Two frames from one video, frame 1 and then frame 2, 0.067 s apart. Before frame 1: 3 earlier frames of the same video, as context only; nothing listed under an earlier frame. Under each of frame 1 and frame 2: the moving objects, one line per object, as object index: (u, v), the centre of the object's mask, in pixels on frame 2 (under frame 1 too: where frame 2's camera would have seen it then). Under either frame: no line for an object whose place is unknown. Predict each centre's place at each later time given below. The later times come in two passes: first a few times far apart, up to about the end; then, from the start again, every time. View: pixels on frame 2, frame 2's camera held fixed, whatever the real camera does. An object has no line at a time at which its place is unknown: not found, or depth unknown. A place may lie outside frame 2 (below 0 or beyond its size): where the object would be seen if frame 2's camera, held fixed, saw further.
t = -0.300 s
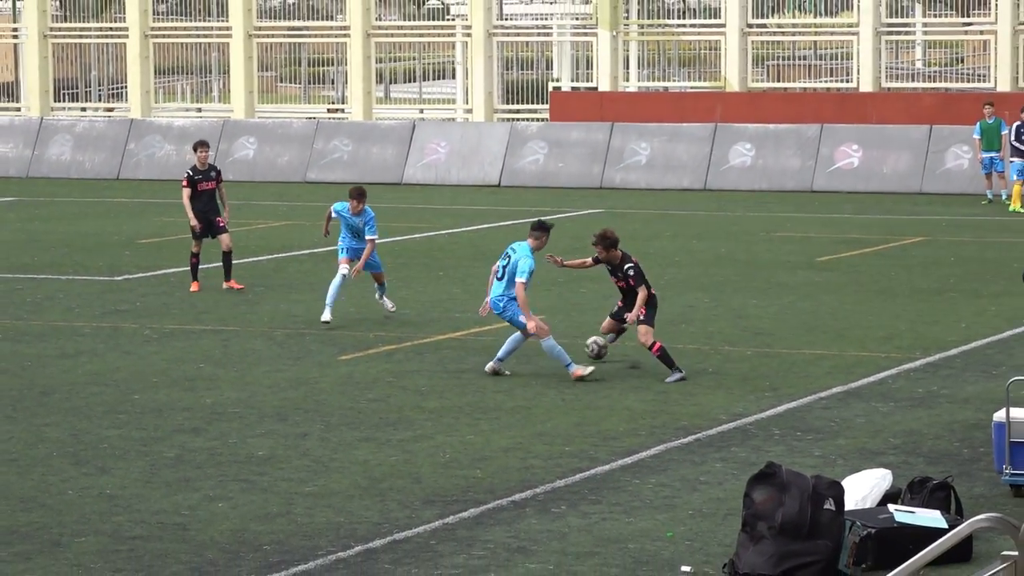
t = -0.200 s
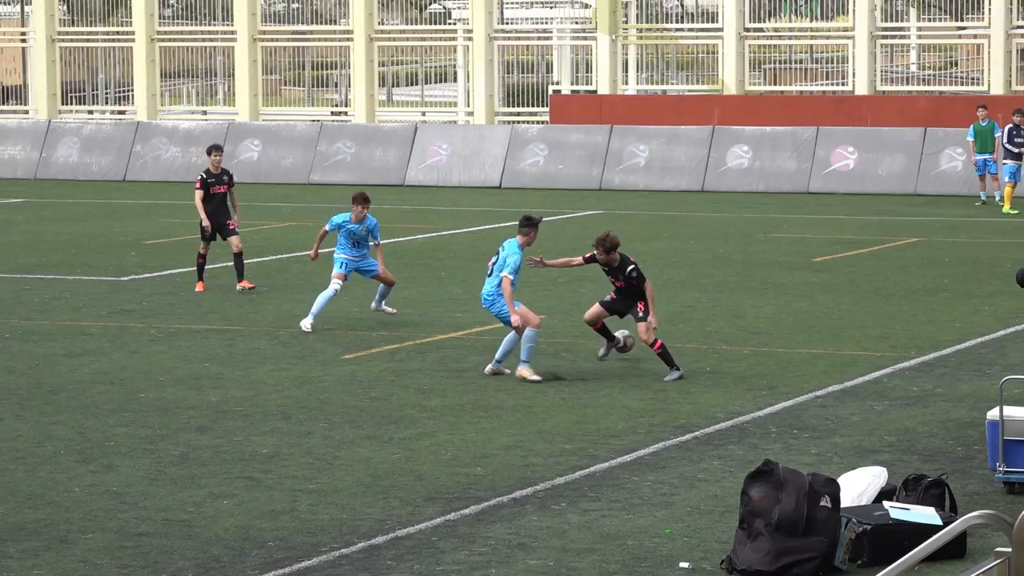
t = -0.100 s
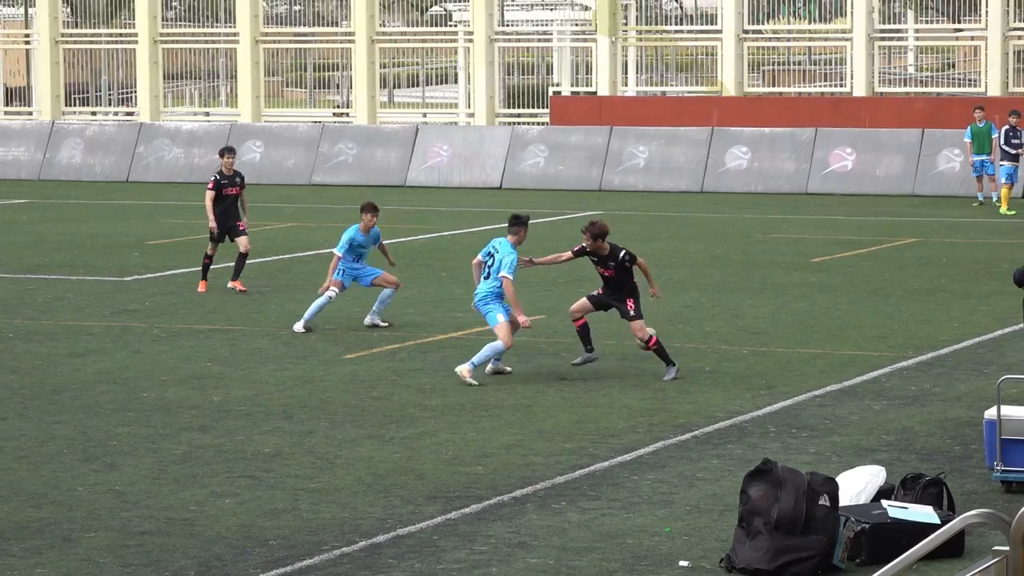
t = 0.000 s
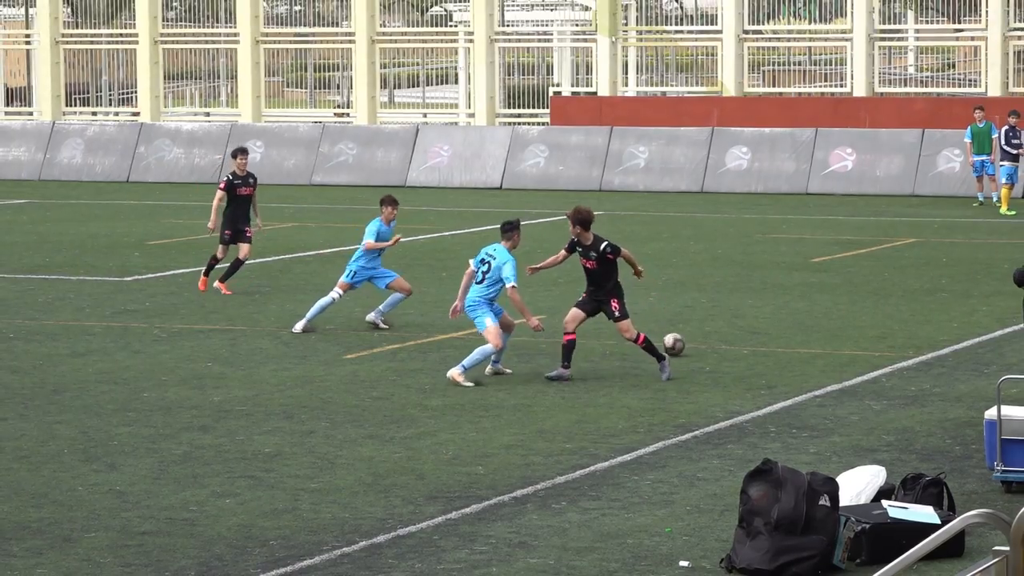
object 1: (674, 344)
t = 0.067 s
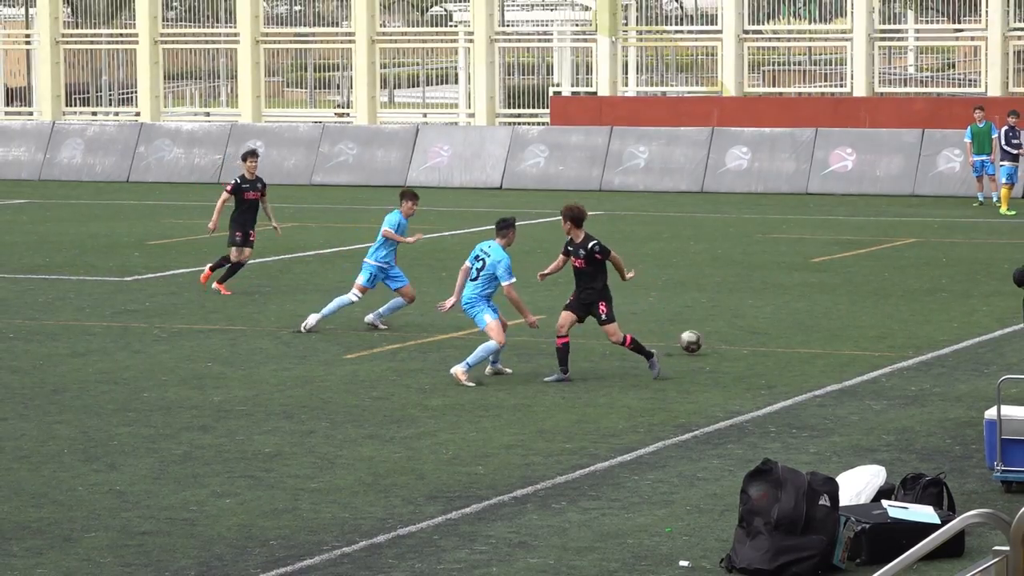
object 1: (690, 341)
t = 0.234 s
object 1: (734, 340)
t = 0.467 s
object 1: (792, 337)
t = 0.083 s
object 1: (695, 341)
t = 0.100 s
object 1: (699, 342)
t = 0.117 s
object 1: (704, 342)
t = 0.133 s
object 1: (708, 343)
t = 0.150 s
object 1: (713, 342)
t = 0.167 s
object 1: (717, 342)
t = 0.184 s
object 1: (721, 341)
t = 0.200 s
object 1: (726, 340)
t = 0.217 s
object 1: (730, 340)
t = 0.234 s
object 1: (734, 340)
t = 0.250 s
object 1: (738, 340)
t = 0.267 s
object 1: (742, 340)
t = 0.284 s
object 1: (746, 340)
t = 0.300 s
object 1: (751, 340)
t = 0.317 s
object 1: (755, 339)
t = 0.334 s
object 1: (759, 338)
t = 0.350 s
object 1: (763, 338)
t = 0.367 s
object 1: (767, 338)
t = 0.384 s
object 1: (771, 338)
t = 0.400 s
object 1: (775, 339)
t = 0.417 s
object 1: (780, 339)
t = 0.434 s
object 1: (784, 338)
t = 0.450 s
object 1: (788, 338)
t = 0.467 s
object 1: (792, 337)
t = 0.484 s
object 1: (796, 337)
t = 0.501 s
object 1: (800, 337)
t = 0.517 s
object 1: (804, 337)
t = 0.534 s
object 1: (808, 336)
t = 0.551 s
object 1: (812, 336)
